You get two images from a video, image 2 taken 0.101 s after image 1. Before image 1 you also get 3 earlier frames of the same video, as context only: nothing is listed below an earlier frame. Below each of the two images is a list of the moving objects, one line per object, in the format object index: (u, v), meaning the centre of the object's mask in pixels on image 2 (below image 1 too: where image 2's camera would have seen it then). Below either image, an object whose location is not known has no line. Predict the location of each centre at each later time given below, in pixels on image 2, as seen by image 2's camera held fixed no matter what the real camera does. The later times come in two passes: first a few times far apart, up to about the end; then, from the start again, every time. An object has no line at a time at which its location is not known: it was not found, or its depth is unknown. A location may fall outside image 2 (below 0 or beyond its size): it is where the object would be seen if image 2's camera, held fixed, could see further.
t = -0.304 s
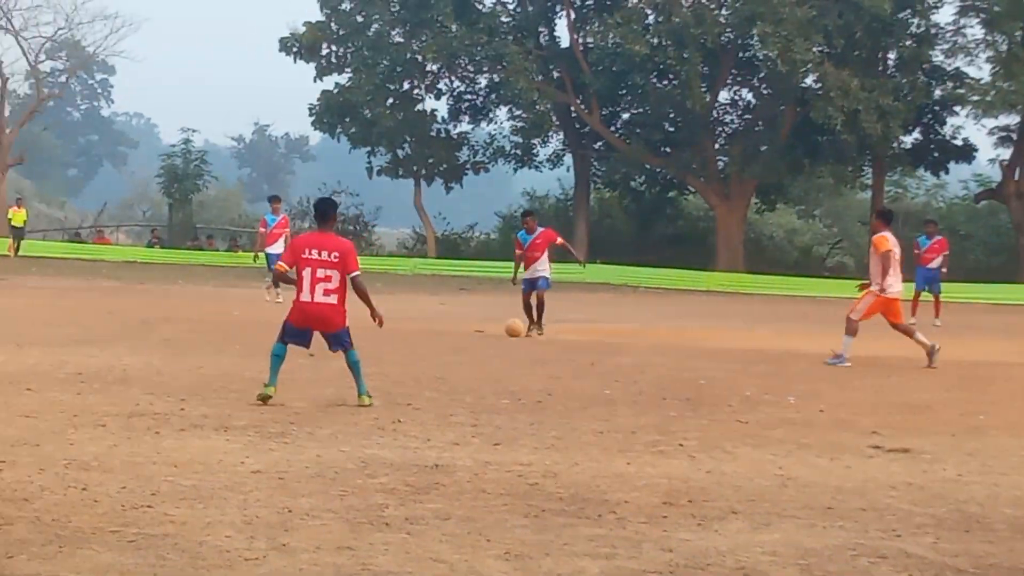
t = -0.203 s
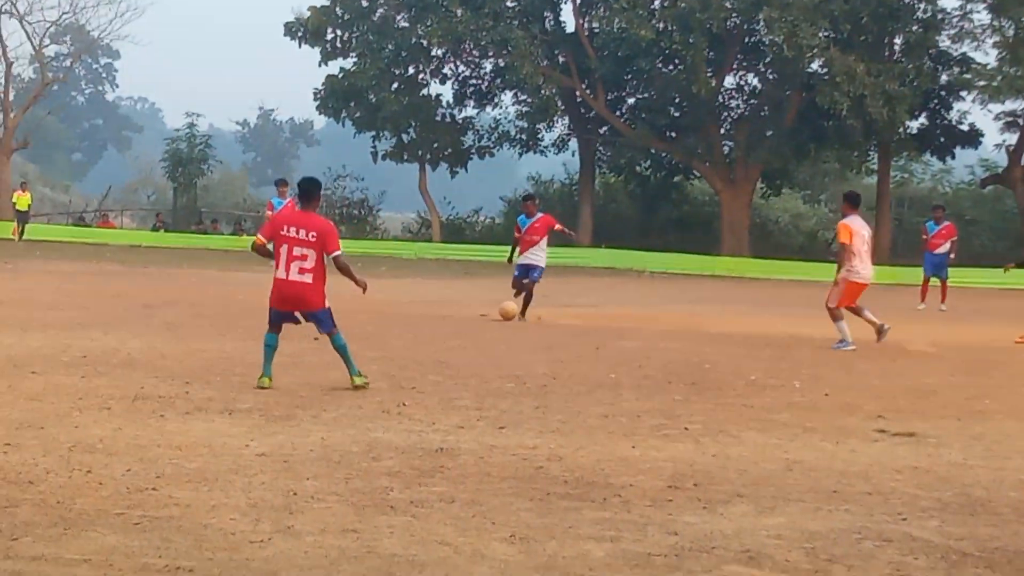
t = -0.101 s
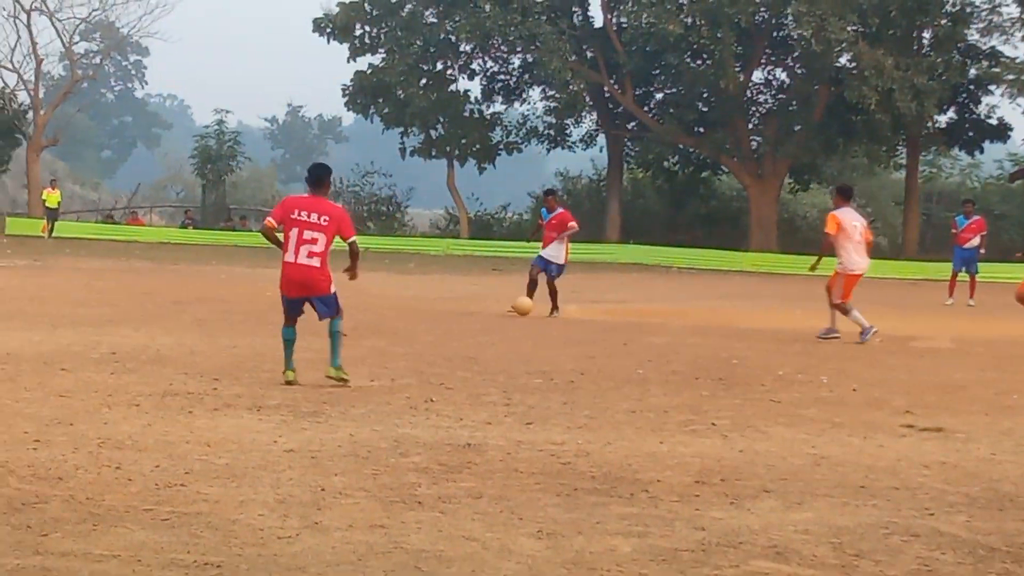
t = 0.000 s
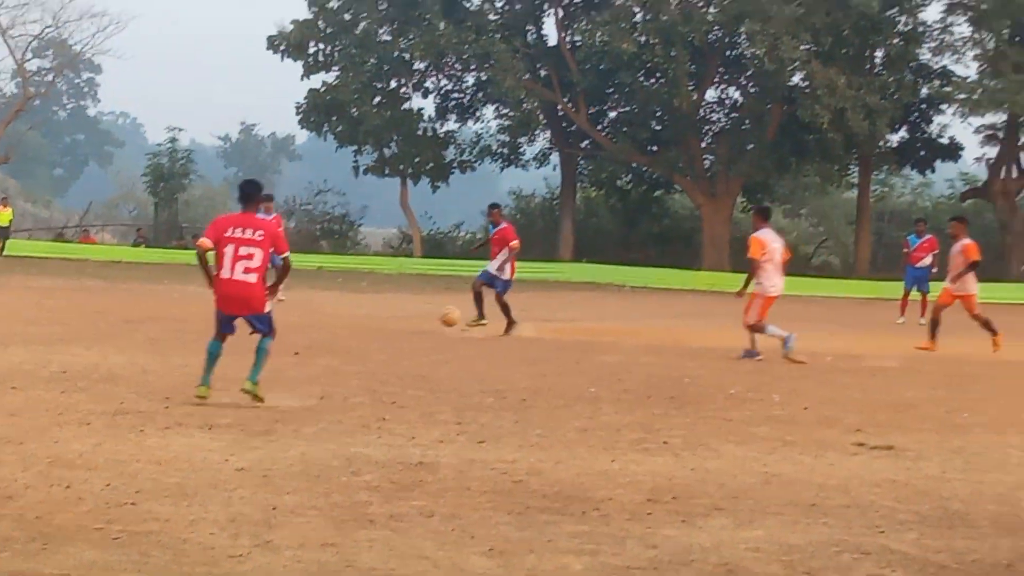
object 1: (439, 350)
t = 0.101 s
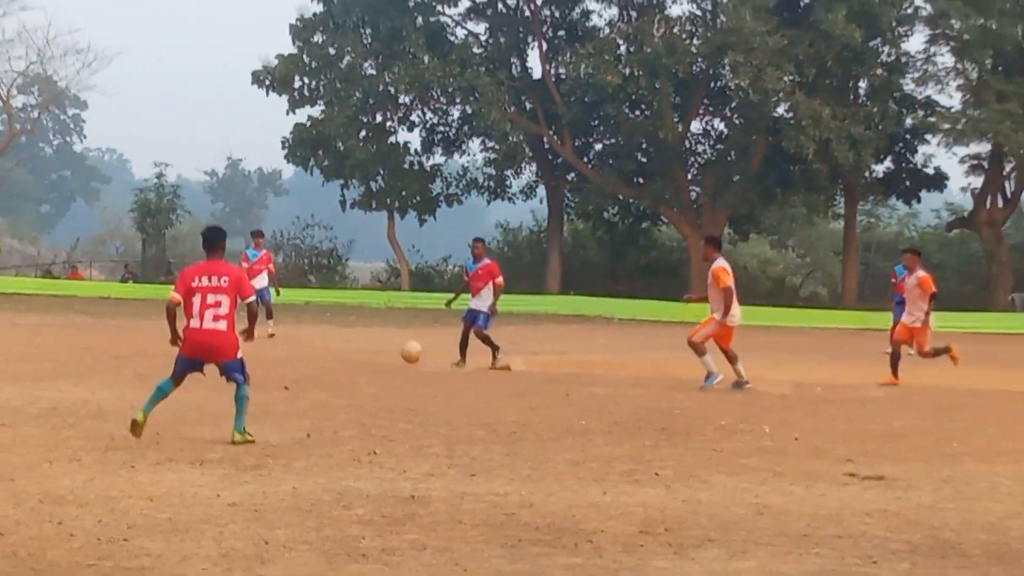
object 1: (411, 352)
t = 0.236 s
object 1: (372, 372)
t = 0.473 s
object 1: (316, 368)
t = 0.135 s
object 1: (402, 356)
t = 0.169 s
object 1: (392, 360)
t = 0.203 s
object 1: (382, 367)
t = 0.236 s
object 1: (372, 372)
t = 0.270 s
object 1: (365, 367)
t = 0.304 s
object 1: (358, 364)
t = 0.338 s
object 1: (350, 361)
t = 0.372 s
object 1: (342, 361)
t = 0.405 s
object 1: (334, 361)
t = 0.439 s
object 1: (324, 363)
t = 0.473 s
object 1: (316, 368)
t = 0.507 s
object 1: (307, 373)
